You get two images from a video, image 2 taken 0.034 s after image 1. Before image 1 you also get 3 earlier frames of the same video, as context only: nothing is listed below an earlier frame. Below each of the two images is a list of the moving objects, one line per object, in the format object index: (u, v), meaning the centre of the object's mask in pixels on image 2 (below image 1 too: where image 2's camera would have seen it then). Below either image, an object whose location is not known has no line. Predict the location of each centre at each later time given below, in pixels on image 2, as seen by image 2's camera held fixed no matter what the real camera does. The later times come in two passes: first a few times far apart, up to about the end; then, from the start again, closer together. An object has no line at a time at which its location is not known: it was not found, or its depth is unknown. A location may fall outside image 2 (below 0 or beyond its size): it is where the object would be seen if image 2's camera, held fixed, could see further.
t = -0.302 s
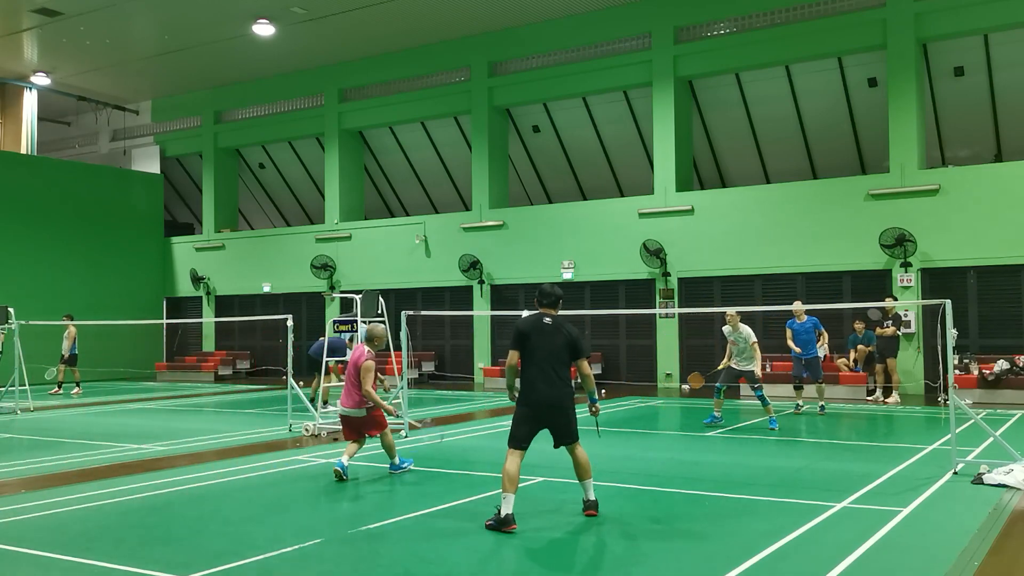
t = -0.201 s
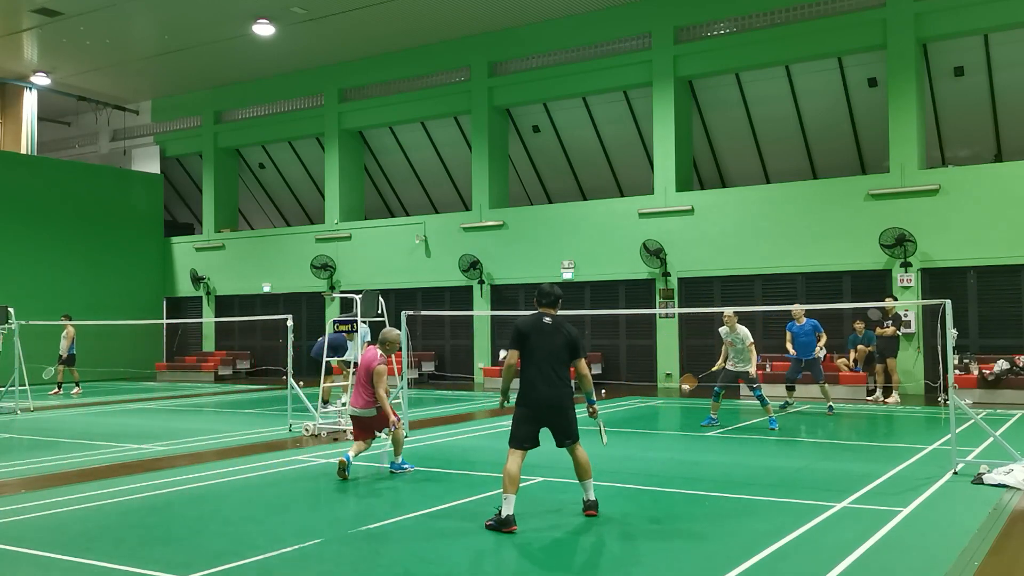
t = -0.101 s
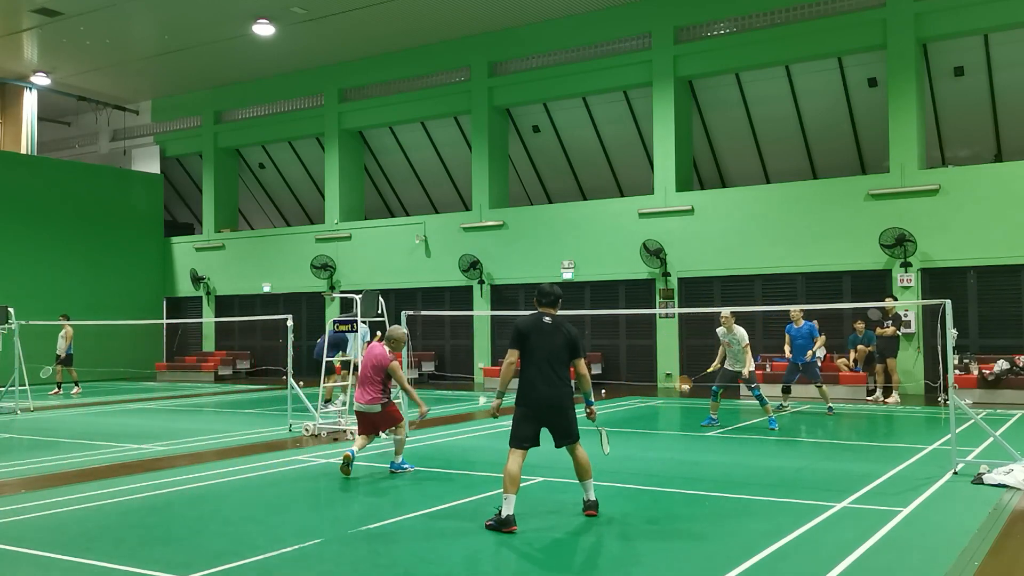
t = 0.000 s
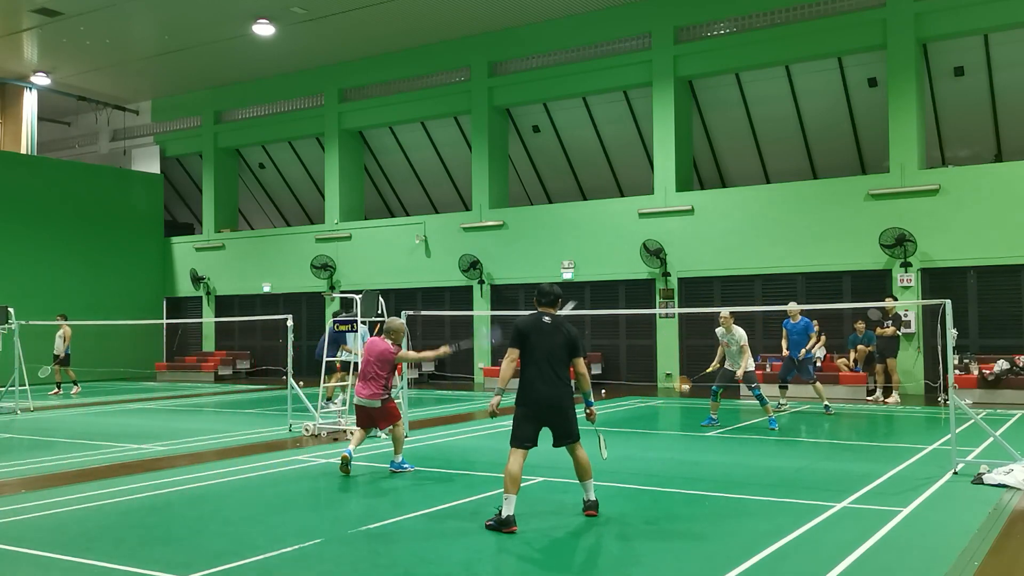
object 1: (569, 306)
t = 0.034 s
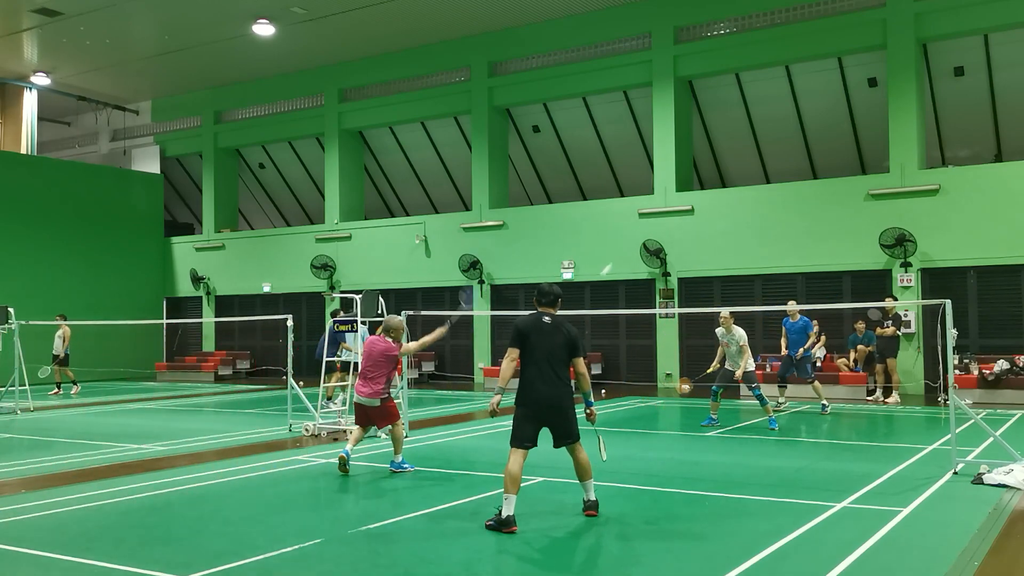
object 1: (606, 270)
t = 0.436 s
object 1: (780, 124)
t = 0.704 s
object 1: (831, 134)
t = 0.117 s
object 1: (667, 204)
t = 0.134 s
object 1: (677, 195)
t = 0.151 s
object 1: (686, 187)
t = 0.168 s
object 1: (695, 180)
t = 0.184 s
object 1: (701, 173)
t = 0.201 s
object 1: (709, 167)
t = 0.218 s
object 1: (715, 161)
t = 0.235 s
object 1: (722, 156)
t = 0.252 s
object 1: (729, 151)
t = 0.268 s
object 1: (734, 147)
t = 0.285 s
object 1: (739, 143)
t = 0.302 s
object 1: (745, 140)
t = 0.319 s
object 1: (750, 137)
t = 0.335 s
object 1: (754, 134)
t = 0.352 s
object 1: (759, 132)
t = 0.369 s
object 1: (763, 130)
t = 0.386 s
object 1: (768, 128)
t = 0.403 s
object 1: (772, 126)
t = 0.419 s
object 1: (776, 125)
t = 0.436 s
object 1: (780, 124)
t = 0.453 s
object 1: (784, 123)
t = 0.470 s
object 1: (788, 123)
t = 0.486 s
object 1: (792, 122)
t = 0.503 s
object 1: (795, 122)
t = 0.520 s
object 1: (799, 122)
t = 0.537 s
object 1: (801, 122)
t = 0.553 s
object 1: (805, 123)
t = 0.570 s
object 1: (808, 123)
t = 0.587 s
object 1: (811, 124)
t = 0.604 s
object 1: (814, 125)
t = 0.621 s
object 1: (817, 126)
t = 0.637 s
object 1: (820, 127)
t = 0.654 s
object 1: (823, 129)
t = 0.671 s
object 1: (825, 130)
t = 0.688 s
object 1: (828, 132)
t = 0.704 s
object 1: (831, 134)
